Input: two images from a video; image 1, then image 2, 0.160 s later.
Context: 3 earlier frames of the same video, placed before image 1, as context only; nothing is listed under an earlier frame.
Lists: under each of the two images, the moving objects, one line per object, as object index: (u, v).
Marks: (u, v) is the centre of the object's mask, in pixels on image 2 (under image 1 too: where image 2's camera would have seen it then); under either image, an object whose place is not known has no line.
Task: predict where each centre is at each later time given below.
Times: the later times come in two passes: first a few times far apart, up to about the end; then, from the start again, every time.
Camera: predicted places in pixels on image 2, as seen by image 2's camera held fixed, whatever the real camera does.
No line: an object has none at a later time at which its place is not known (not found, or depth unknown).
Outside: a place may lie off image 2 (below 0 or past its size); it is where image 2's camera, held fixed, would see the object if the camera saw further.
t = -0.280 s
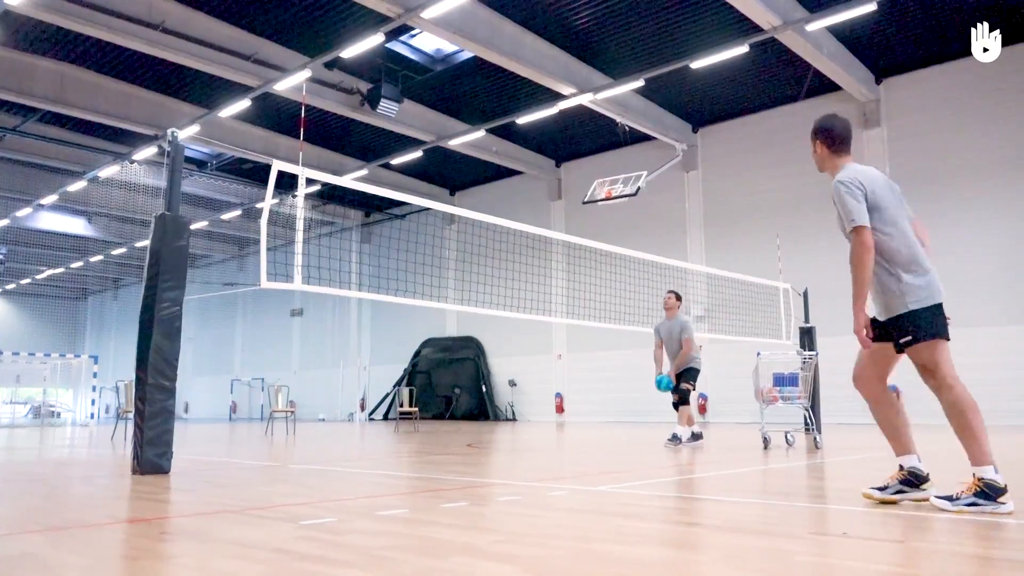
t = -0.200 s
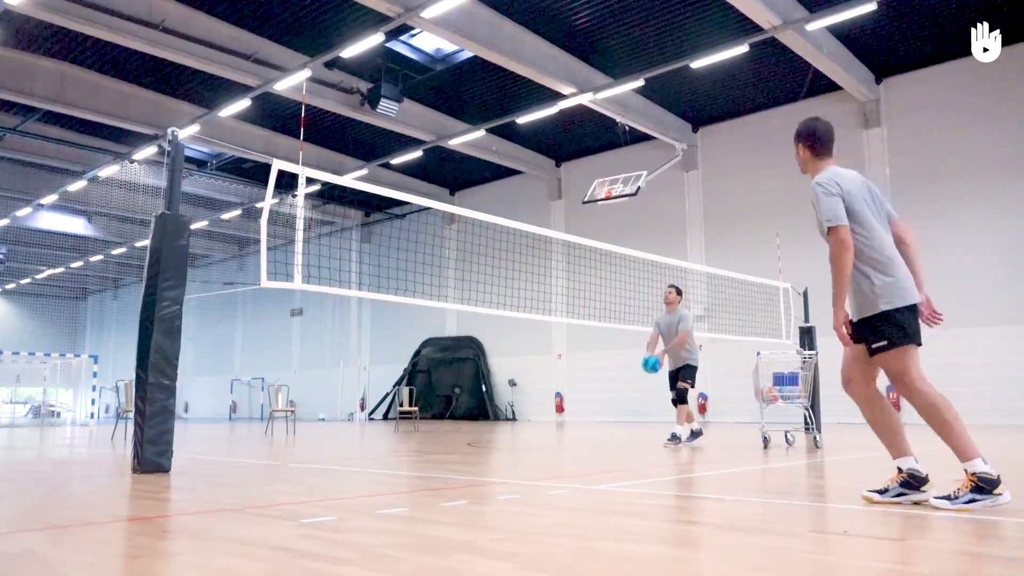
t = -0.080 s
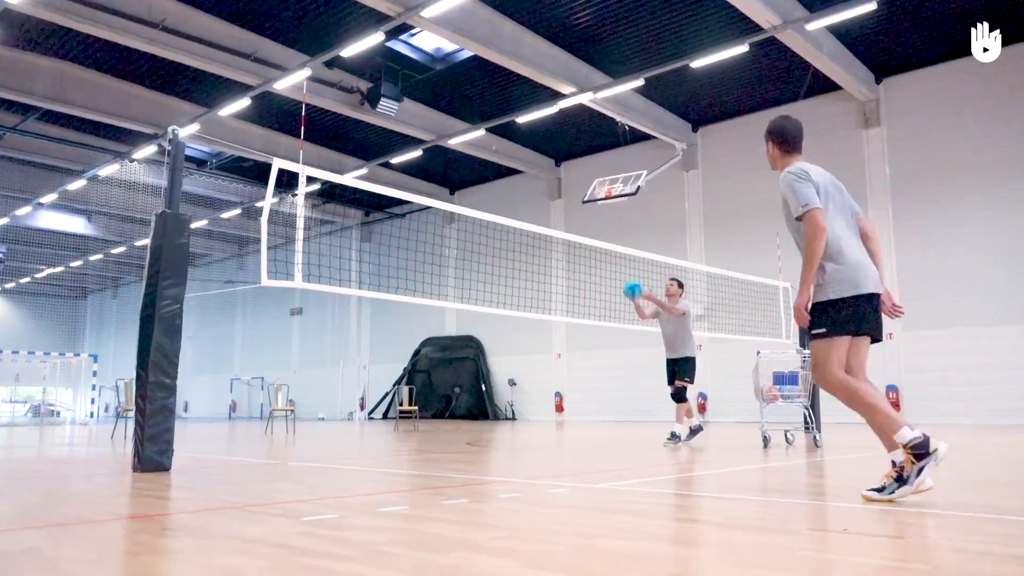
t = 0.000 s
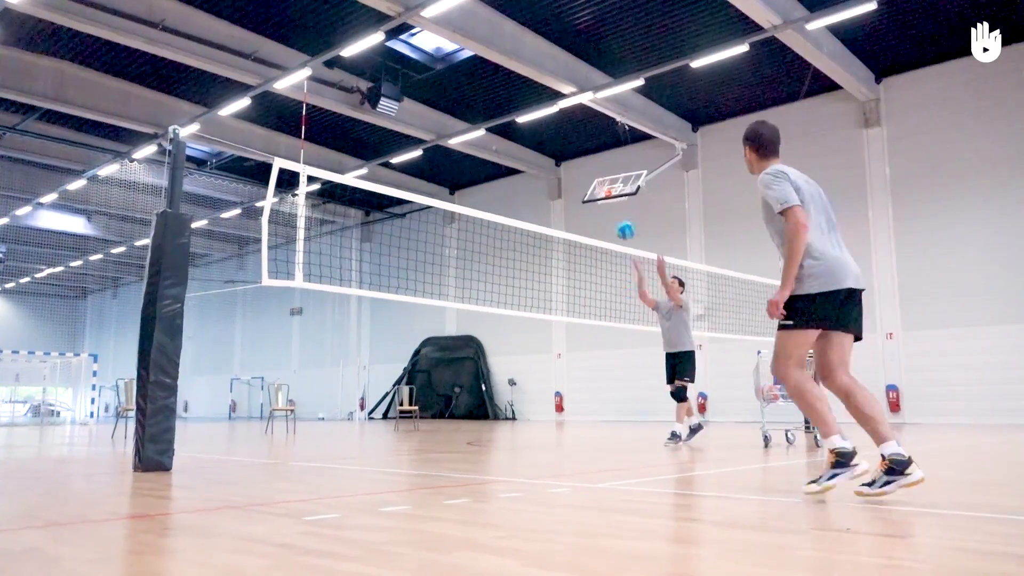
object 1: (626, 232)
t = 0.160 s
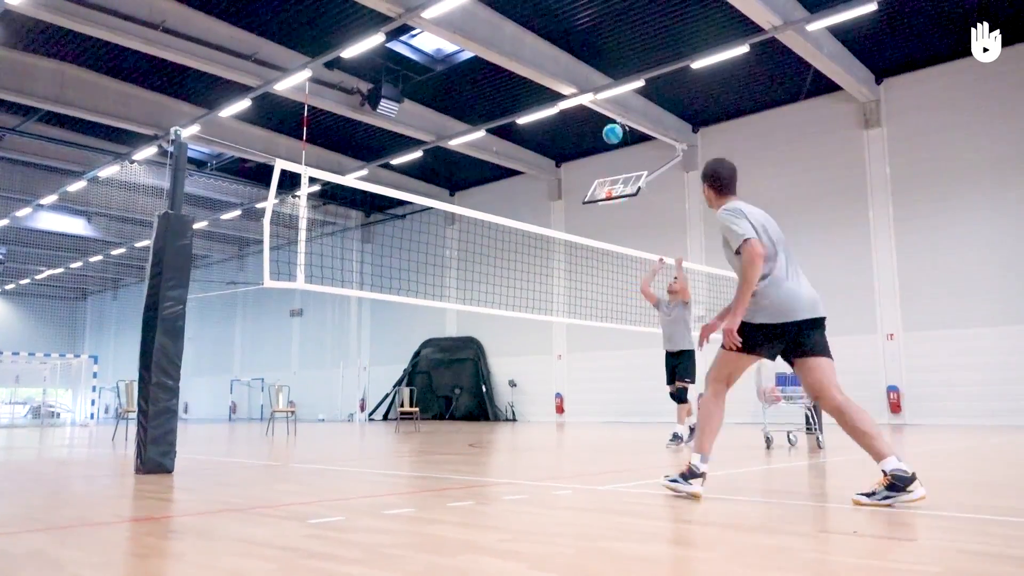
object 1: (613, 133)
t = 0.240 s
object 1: (606, 92)
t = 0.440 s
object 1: (591, 16)
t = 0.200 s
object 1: (609, 113)
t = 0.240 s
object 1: (606, 92)
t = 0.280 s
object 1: (604, 75)
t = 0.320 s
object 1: (600, 58)
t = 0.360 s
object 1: (597, 43)
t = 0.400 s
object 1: (594, 29)
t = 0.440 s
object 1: (591, 16)
